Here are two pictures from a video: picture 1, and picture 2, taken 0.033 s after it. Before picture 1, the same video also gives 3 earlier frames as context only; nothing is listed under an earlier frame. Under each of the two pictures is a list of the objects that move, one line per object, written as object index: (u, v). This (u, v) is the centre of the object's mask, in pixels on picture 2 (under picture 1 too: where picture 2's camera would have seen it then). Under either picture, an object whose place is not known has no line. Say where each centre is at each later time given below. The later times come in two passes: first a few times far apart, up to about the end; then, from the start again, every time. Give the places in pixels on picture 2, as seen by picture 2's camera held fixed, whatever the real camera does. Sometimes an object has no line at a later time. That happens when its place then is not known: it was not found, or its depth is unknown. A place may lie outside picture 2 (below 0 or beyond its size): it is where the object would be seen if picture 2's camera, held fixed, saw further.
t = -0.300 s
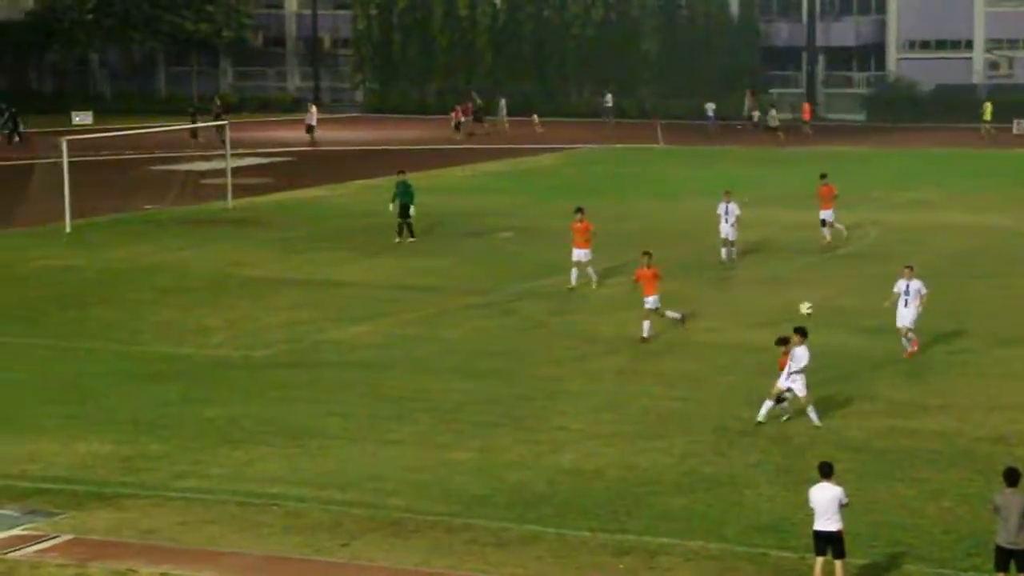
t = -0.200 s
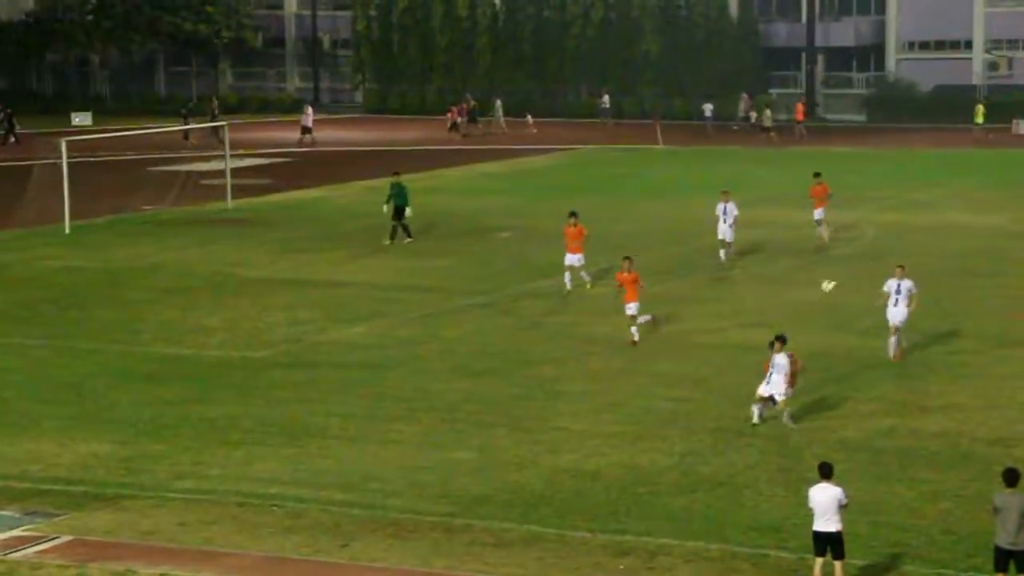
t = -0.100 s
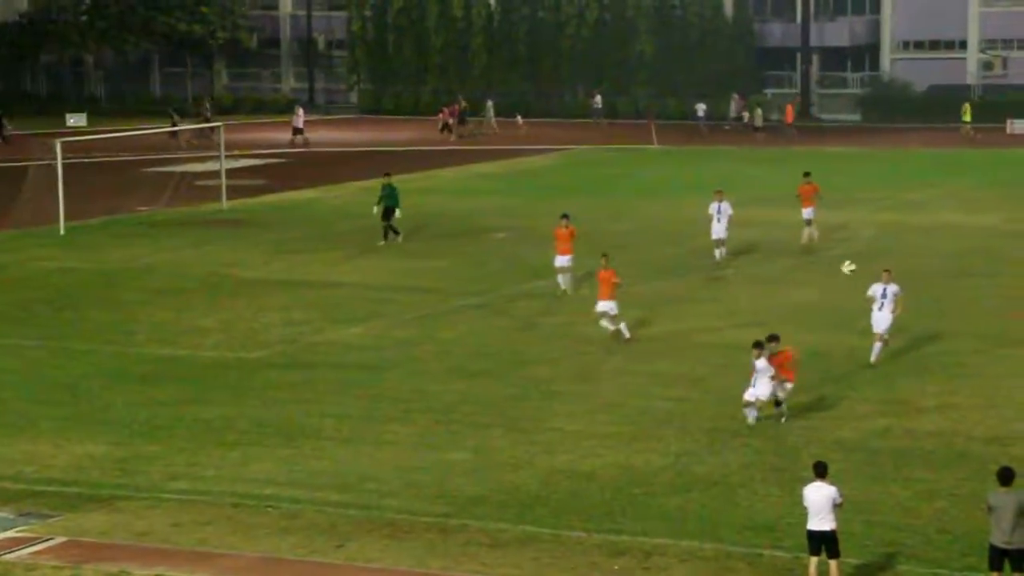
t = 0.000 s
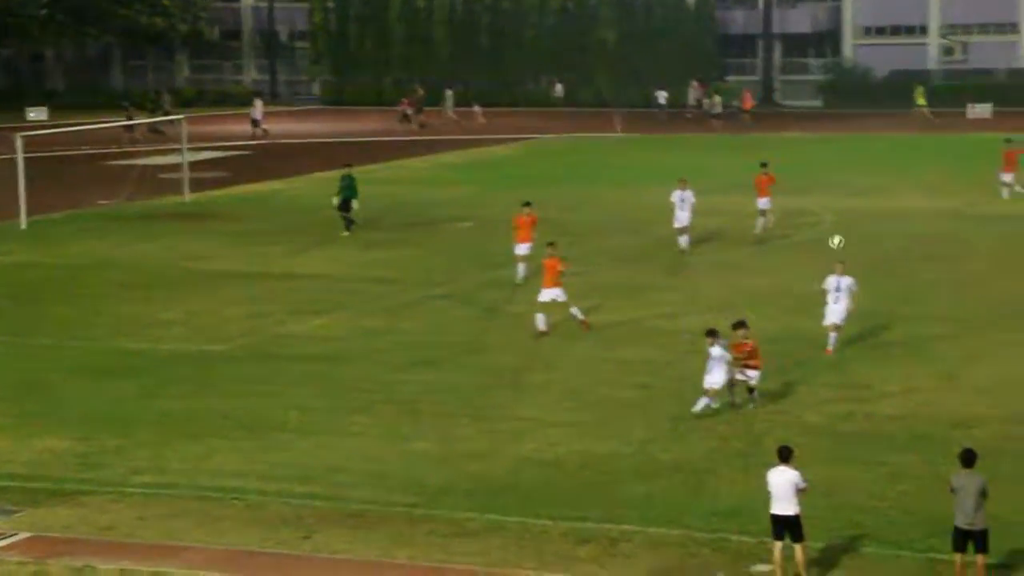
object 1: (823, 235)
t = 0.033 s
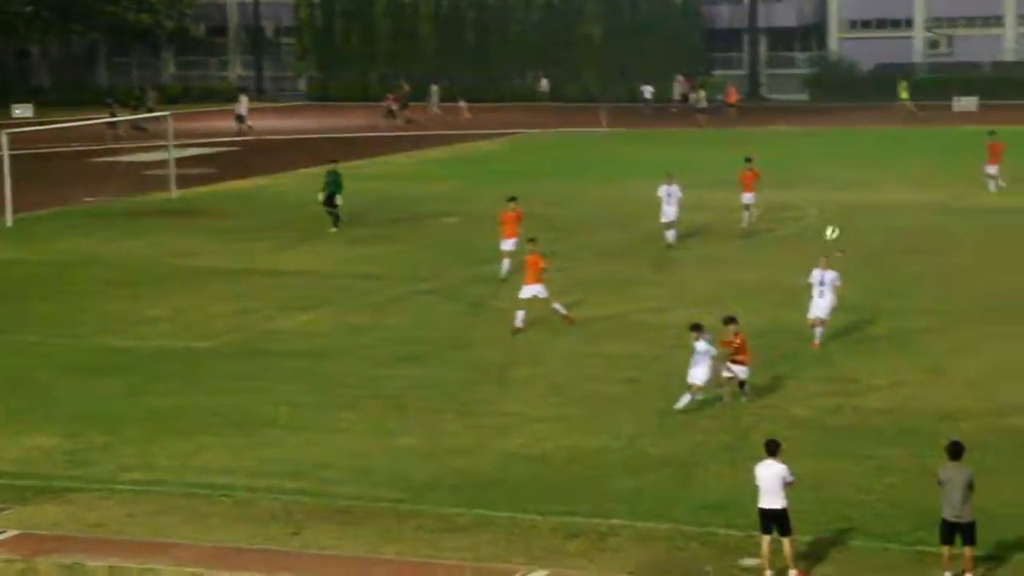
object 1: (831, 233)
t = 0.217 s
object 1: (877, 233)
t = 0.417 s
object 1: (929, 262)
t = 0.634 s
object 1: (993, 326)
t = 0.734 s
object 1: (1022, 369)
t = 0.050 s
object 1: (835, 232)
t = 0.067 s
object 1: (839, 230)
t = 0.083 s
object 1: (844, 230)
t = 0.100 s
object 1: (848, 230)
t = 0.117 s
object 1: (852, 230)
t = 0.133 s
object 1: (856, 230)
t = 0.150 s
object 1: (860, 230)
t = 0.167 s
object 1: (864, 230)
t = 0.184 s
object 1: (869, 231)
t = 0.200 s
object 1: (871, 232)
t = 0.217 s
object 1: (877, 233)
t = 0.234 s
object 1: (880, 234)
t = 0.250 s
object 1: (884, 237)
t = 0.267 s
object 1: (890, 239)
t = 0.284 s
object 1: (893, 239)
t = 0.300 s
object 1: (898, 241)
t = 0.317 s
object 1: (902, 244)
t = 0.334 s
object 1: (907, 246)
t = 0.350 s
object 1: (912, 249)
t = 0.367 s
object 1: (916, 252)
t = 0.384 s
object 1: (920, 254)
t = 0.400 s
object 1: (925, 258)
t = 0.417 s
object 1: (929, 262)
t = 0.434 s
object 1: (934, 266)
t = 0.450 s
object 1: (938, 269)
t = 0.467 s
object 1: (944, 273)
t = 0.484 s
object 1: (949, 277)
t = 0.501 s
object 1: (953, 281)
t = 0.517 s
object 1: (958, 287)
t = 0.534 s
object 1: (962, 293)
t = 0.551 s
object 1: (968, 297)
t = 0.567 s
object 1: (973, 302)
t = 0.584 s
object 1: (979, 308)
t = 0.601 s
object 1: (983, 314)
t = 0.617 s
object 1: (987, 320)
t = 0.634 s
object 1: (993, 326)
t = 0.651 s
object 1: (997, 333)
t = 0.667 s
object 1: (1002, 339)
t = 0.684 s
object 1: (1007, 347)
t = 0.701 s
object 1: (1013, 354)
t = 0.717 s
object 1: (1016, 361)
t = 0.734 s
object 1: (1022, 369)
